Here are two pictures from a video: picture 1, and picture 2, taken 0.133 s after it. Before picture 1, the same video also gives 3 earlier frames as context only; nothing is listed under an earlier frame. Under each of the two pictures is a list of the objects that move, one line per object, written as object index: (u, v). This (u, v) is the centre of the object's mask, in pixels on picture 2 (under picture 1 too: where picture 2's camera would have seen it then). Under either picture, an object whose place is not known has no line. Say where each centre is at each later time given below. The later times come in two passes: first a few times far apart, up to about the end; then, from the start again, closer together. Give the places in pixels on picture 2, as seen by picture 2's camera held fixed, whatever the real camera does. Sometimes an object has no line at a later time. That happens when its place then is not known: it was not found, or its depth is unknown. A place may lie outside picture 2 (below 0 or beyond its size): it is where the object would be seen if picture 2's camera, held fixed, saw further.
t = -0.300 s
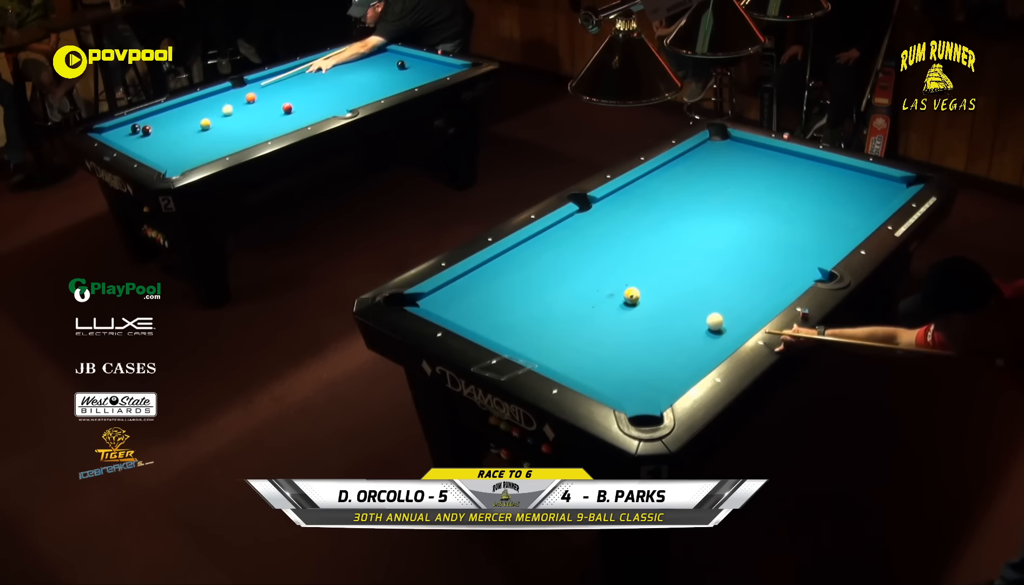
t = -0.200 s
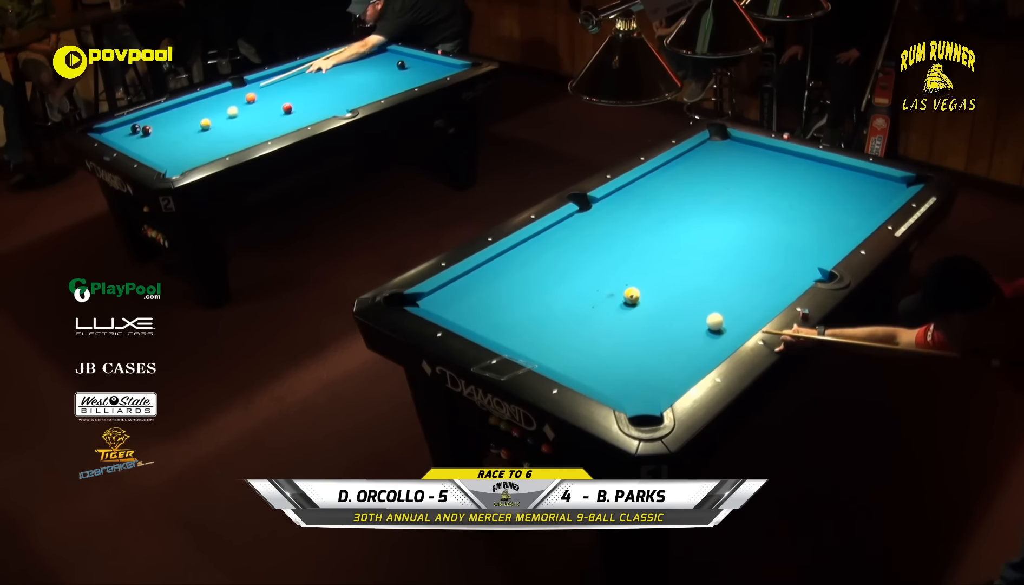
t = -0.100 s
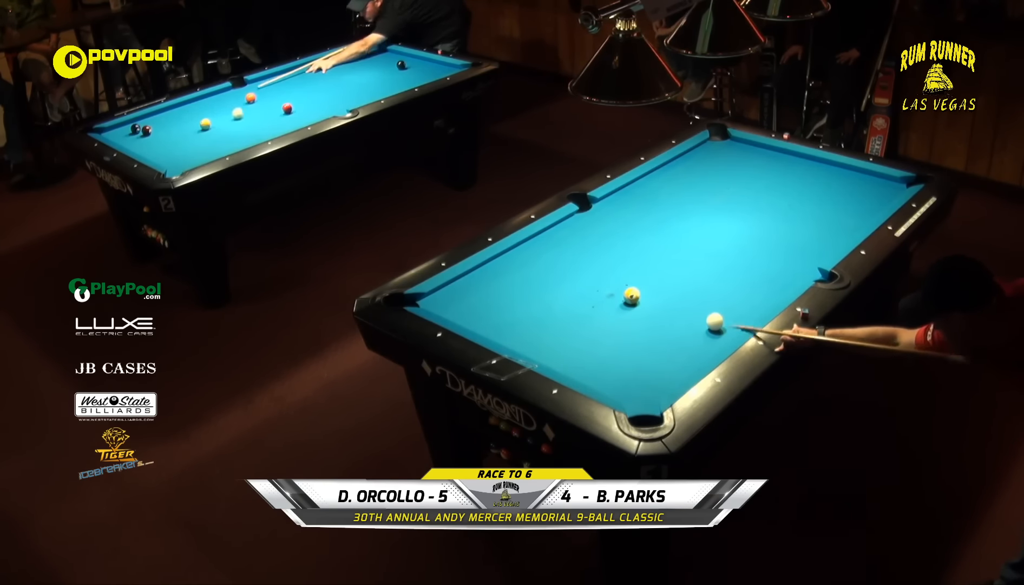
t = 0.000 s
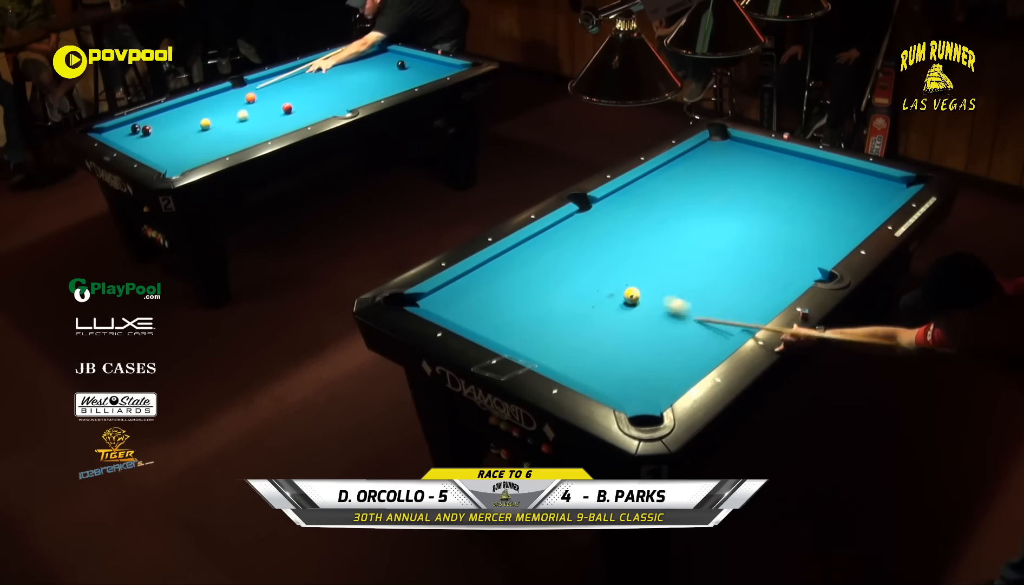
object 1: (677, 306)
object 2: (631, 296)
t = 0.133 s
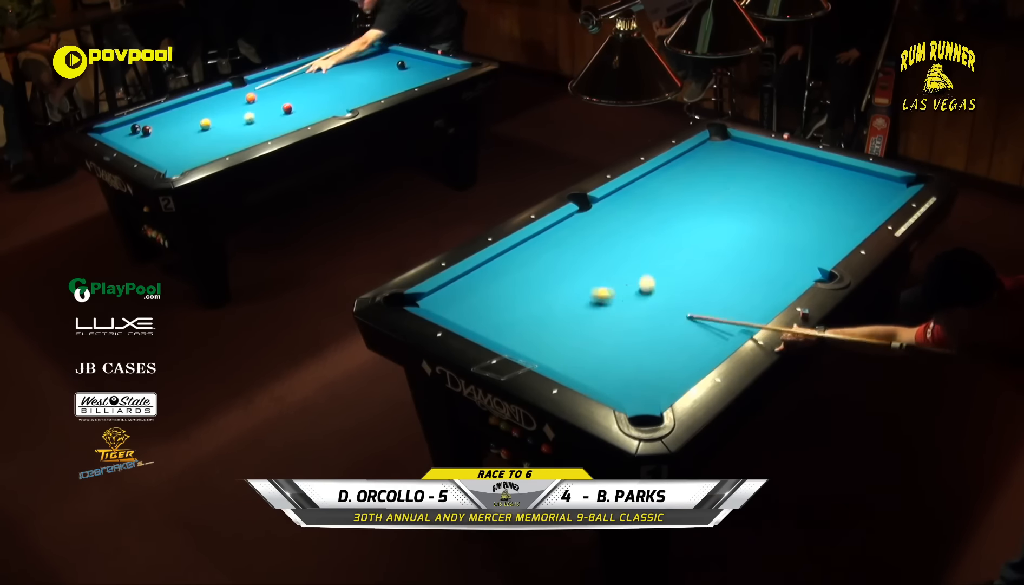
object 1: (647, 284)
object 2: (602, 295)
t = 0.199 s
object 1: (646, 276)
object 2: (579, 295)
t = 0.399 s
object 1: (648, 256)
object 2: (516, 294)
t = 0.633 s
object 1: (651, 236)
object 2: (446, 294)
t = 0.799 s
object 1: (652, 223)
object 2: (438, 304)
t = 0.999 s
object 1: (654, 209)
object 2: (454, 311)
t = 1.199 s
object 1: (656, 196)
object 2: (478, 314)
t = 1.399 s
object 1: (657, 184)
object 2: (501, 316)
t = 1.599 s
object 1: (659, 173)
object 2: (524, 318)
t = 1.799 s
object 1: (673, 166)
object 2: (545, 321)
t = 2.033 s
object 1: (695, 161)
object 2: (570, 323)
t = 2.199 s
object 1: (709, 157)
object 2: (586, 325)
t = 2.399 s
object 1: (726, 153)
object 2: (606, 327)
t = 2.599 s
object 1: (742, 149)
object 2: (625, 329)
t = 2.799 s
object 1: (757, 146)
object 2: (642, 331)
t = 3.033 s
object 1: (761, 150)
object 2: (662, 333)
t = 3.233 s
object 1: (763, 155)
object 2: (678, 335)
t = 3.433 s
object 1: (766, 160)
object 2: (692, 337)
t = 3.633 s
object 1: (768, 164)
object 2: (706, 338)
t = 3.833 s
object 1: (771, 168)
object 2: (718, 338)
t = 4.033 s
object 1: (773, 171)
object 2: (717, 337)
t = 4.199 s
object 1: (775, 174)
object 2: (714, 335)
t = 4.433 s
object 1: (777, 178)
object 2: (712, 333)
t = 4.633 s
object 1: (779, 180)
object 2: (710, 331)
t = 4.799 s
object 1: (780, 183)
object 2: (709, 330)
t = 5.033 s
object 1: (782, 185)
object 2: (708, 328)
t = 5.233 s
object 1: (784, 188)
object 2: (708, 328)
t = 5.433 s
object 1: (785, 189)
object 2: (708, 328)
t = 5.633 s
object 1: (787, 191)
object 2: (708, 328)
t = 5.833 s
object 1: (788, 191)
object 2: (708, 328)
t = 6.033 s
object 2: (708, 328)
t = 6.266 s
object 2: (708, 328)
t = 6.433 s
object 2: (708, 328)
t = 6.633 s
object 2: (708, 328)
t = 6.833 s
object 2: (708, 328)
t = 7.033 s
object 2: (708, 328)
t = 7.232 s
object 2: (708, 328)
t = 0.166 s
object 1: (646, 280)
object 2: (590, 295)
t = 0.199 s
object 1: (646, 276)
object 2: (579, 295)
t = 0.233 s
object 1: (646, 272)
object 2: (568, 295)
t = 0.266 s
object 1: (646, 269)
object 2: (557, 294)
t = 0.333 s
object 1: (647, 262)
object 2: (537, 294)
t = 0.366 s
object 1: (647, 259)
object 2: (526, 295)
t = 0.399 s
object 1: (648, 256)
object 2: (516, 294)
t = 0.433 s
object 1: (648, 253)
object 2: (506, 294)
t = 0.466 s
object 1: (649, 250)
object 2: (495, 294)
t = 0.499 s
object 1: (649, 247)
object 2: (486, 294)
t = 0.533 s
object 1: (649, 244)
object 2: (476, 294)
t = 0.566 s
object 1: (650, 242)
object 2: (466, 294)
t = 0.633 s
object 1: (651, 236)
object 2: (446, 294)
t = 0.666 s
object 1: (651, 234)
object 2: (437, 293)
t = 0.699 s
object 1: (651, 231)
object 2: (436, 296)
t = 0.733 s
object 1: (652, 228)
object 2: (436, 299)
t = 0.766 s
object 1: (652, 226)
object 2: (437, 302)
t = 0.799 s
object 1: (652, 223)
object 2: (438, 304)
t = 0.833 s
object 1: (652, 221)
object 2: (438, 306)
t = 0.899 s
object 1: (653, 216)
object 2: (443, 309)
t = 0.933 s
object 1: (653, 214)
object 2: (447, 310)
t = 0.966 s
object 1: (654, 211)
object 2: (451, 310)
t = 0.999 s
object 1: (654, 209)
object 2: (454, 311)
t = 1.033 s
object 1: (655, 207)
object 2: (458, 312)
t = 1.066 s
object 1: (655, 204)
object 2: (463, 312)
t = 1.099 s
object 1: (655, 202)
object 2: (466, 312)
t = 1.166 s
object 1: (656, 198)
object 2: (474, 313)
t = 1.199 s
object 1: (656, 196)
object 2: (478, 314)
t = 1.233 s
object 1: (656, 194)
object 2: (482, 314)
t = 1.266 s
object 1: (656, 192)
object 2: (486, 314)
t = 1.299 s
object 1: (656, 190)
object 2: (490, 314)
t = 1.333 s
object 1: (657, 188)
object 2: (494, 315)
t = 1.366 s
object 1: (657, 186)
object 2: (498, 316)
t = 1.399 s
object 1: (657, 184)
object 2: (501, 316)
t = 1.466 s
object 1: (658, 180)
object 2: (509, 317)
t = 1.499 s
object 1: (658, 178)
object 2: (513, 317)
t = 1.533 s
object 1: (658, 176)
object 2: (516, 317)
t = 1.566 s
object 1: (658, 175)
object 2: (520, 318)
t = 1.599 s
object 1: (659, 173)
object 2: (524, 318)
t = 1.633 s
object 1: (659, 171)
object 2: (528, 318)
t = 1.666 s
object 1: (660, 169)
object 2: (531, 319)
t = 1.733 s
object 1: (666, 168)
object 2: (538, 320)
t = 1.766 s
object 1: (670, 167)
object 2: (542, 320)
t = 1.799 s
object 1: (673, 166)
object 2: (545, 321)
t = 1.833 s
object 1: (676, 165)
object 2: (549, 321)
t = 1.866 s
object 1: (679, 165)
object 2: (553, 321)
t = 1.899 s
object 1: (682, 164)
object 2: (556, 322)
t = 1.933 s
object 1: (685, 163)
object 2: (559, 322)
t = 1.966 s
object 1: (689, 162)
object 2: (563, 322)
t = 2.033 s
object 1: (695, 161)
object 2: (570, 323)
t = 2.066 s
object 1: (698, 160)
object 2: (573, 323)
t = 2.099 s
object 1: (701, 159)
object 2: (577, 324)
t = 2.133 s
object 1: (704, 159)
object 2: (580, 324)
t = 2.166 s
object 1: (706, 158)
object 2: (583, 325)
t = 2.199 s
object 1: (709, 157)
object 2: (586, 325)
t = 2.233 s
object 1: (712, 157)
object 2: (590, 325)
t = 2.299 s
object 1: (718, 155)
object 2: (596, 326)
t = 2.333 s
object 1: (720, 155)
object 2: (600, 326)
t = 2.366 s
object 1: (723, 154)
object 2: (603, 326)
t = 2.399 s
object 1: (726, 153)
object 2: (606, 327)
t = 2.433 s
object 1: (729, 153)
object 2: (609, 327)
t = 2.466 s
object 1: (731, 152)
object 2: (613, 328)
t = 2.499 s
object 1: (734, 151)
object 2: (616, 328)
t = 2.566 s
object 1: (739, 150)
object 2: (622, 329)
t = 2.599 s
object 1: (742, 149)
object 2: (625, 329)
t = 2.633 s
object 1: (744, 149)
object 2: (628, 329)
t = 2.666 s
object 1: (747, 148)
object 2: (631, 330)
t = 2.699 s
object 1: (749, 147)
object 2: (634, 330)
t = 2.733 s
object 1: (752, 147)
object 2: (637, 330)
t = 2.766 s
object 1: (754, 146)
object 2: (640, 331)
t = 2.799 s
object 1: (757, 146)
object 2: (642, 331)
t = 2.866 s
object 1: (759, 147)
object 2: (648, 331)
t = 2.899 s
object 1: (759, 147)
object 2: (651, 332)
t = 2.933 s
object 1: (759, 148)
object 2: (654, 332)
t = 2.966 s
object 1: (760, 149)
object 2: (657, 333)
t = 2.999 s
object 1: (760, 150)
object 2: (659, 333)
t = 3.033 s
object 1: (761, 150)
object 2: (662, 333)
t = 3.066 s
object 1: (761, 151)
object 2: (665, 334)
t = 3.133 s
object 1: (762, 153)
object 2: (670, 335)
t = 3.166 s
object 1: (763, 154)
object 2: (673, 335)
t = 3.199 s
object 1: (763, 154)
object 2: (675, 335)
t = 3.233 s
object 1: (763, 155)
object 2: (678, 335)
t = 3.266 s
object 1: (764, 156)
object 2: (680, 336)
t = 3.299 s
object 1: (764, 157)
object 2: (682, 336)
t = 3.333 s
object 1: (765, 157)
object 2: (685, 336)
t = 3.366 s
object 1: (765, 158)
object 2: (687, 336)
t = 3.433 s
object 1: (766, 160)
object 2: (692, 337)
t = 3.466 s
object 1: (766, 160)
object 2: (695, 337)
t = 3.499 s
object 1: (767, 161)
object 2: (697, 338)
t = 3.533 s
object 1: (767, 162)
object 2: (699, 338)
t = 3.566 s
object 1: (767, 162)
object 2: (701, 338)
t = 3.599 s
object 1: (768, 163)
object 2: (703, 338)
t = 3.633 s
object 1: (768, 164)
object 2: (706, 338)
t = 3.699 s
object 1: (769, 165)
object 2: (710, 339)
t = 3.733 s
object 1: (769, 166)
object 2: (712, 339)
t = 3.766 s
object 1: (770, 166)
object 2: (714, 339)
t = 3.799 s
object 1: (770, 167)
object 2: (716, 339)
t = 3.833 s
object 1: (771, 168)
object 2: (718, 338)
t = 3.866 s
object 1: (771, 168)
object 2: (719, 338)
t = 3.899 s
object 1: (771, 169)
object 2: (719, 338)
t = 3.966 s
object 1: (772, 170)
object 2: (718, 337)
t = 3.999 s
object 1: (772, 171)
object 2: (717, 337)
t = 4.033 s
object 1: (773, 171)
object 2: (717, 337)
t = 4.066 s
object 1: (773, 172)
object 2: (716, 337)
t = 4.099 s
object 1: (773, 173)
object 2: (716, 336)
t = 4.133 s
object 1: (774, 173)
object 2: (715, 336)
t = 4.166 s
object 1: (774, 174)
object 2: (715, 336)
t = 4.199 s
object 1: (775, 174)
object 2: (714, 335)
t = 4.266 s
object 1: (775, 175)
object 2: (714, 334)
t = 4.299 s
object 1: (775, 176)
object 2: (713, 334)
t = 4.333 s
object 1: (776, 176)
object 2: (712, 333)
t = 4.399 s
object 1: (776, 177)
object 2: (712, 333)
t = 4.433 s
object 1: (777, 178)
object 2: (712, 333)
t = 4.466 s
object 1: (777, 178)
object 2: (711, 332)
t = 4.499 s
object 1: (777, 179)
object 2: (711, 332)
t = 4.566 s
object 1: (778, 180)
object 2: (710, 331)
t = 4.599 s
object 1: (778, 180)
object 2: (710, 331)
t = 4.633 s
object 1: (779, 180)
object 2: (710, 331)
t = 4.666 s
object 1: (779, 181)
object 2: (710, 331)
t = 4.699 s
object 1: (779, 181)
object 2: (709, 330)
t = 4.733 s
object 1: (780, 182)
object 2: (709, 330)
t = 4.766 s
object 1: (780, 182)
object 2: (709, 330)
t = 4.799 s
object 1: (780, 183)
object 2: (709, 330)
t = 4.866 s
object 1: (781, 183)
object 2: (708, 329)
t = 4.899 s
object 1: (781, 184)
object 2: (708, 329)
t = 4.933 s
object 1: (781, 184)
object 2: (708, 329)
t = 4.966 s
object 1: (782, 185)
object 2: (708, 329)
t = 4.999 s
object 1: (782, 185)
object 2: (708, 329)
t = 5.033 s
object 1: (782, 185)
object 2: (708, 328)
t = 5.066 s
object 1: (782, 186)
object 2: (708, 328)
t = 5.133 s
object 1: (783, 187)
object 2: (708, 328)
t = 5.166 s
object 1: (783, 187)
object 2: (708, 328)
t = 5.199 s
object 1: (784, 187)
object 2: (708, 328)
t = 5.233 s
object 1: (784, 188)
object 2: (708, 328)
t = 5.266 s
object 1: (784, 188)
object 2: (708, 328)
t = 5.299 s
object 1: (784, 188)
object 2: (708, 328)
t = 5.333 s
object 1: (784, 188)
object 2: (708, 328)
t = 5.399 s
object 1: (785, 189)
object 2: (708, 328)
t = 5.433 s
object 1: (785, 189)
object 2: (708, 328)
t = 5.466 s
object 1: (786, 189)
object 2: (708, 328)
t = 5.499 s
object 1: (786, 190)
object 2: (708, 328)
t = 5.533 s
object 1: (786, 190)
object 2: (708, 328)
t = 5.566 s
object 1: (786, 190)
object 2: (708, 328)
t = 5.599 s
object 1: (786, 190)
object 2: (708, 328)
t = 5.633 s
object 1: (787, 191)
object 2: (708, 328)
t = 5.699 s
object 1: (787, 191)
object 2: (708, 328)
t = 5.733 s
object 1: (787, 191)
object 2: (708, 328)
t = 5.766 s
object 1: (787, 191)
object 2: (708, 328)
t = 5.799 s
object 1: (787, 191)
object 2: (708, 328)
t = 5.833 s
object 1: (788, 191)
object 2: (708, 328)
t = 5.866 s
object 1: (788, 192)
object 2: (708, 328)
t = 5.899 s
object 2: (708, 328)
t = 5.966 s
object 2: (708, 328)
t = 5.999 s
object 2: (708, 328)
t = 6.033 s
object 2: (708, 328)
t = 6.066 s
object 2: (708, 328)
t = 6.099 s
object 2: (708, 328)
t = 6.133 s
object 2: (708, 328)
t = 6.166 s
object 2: (708, 328)
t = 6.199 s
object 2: (708, 328)
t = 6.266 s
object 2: (708, 328)
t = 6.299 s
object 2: (708, 328)
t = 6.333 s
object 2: (708, 328)
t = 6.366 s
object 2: (708, 328)
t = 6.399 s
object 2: (708, 328)
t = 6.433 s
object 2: (708, 328)
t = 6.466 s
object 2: (708, 328)
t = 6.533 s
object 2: (708, 328)
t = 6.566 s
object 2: (708, 328)
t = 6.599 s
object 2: (708, 328)
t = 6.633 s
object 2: (708, 328)
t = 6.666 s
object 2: (708, 328)
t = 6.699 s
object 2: (708, 328)
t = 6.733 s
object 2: (708, 328)
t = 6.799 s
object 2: (708, 328)
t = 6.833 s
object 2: (708, 328)
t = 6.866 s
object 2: (708, 328)
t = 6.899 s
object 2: (708, 328)
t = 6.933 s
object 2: (708, 328)
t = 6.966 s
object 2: (708, 328)
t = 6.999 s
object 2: (708, 328)
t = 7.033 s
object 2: (708, 328)
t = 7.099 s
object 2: (708, 328)
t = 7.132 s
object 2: (708, 328)
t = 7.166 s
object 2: (708, 328)
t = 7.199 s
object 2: (708, 328)
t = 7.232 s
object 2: (708, 328)
